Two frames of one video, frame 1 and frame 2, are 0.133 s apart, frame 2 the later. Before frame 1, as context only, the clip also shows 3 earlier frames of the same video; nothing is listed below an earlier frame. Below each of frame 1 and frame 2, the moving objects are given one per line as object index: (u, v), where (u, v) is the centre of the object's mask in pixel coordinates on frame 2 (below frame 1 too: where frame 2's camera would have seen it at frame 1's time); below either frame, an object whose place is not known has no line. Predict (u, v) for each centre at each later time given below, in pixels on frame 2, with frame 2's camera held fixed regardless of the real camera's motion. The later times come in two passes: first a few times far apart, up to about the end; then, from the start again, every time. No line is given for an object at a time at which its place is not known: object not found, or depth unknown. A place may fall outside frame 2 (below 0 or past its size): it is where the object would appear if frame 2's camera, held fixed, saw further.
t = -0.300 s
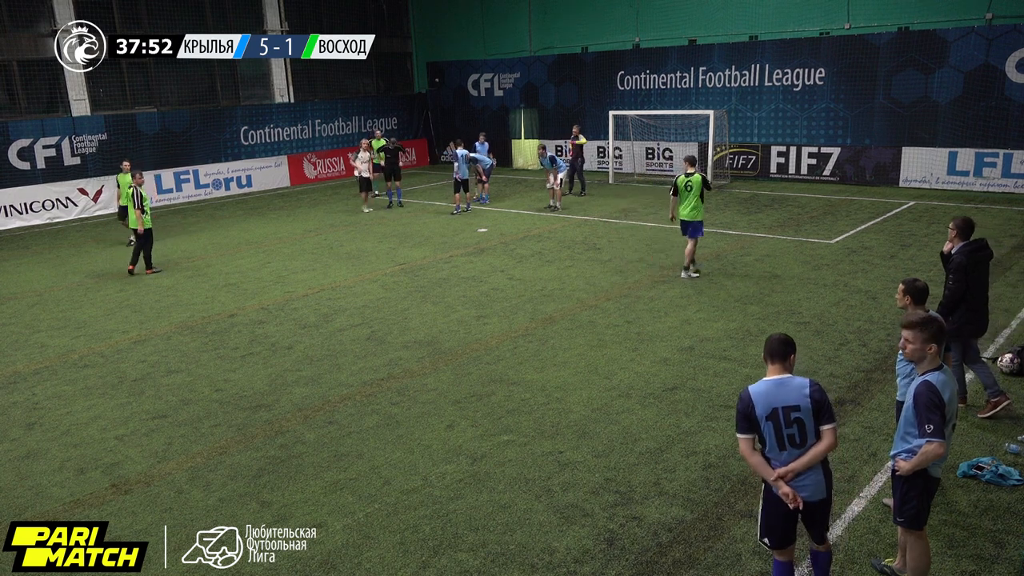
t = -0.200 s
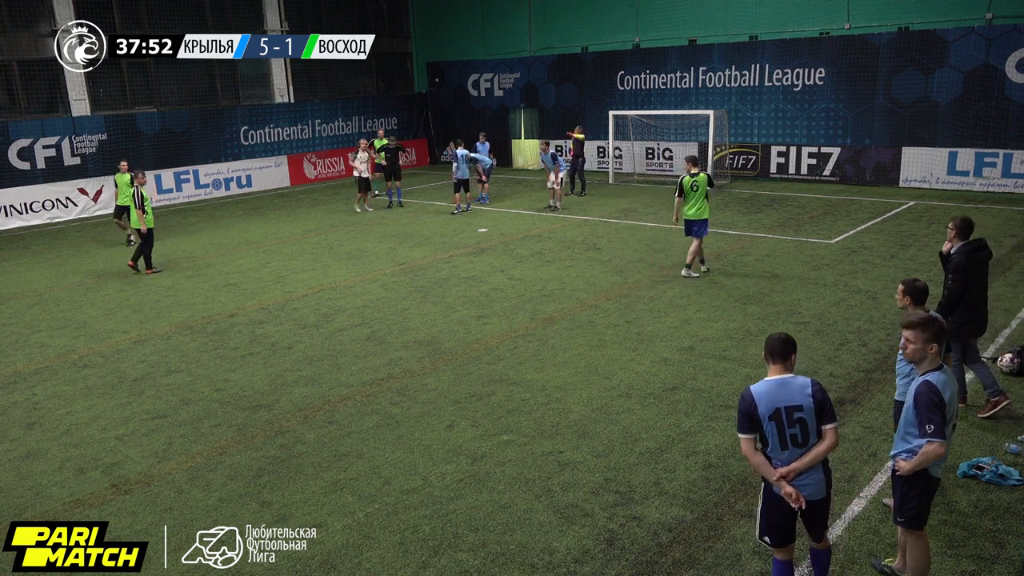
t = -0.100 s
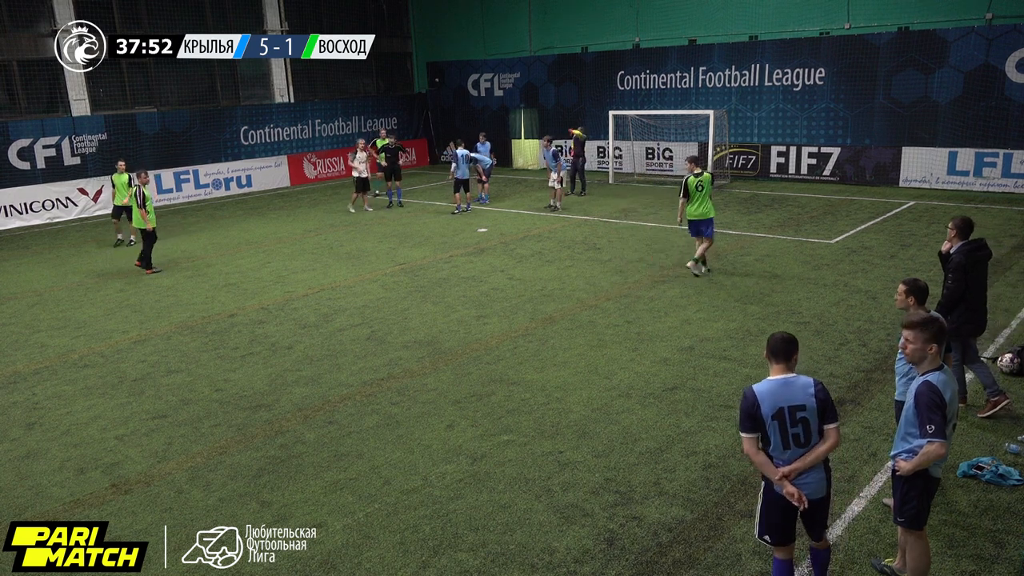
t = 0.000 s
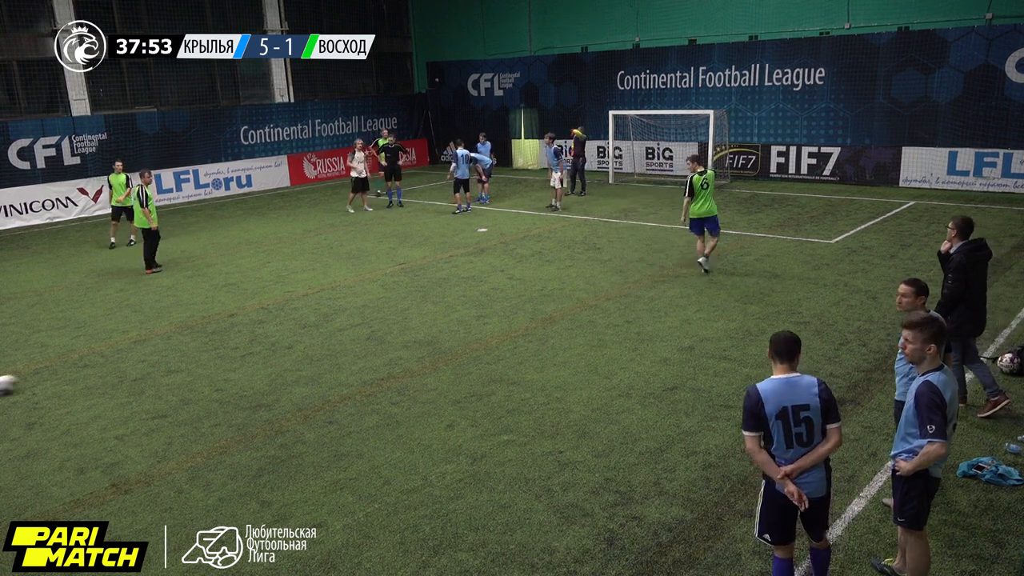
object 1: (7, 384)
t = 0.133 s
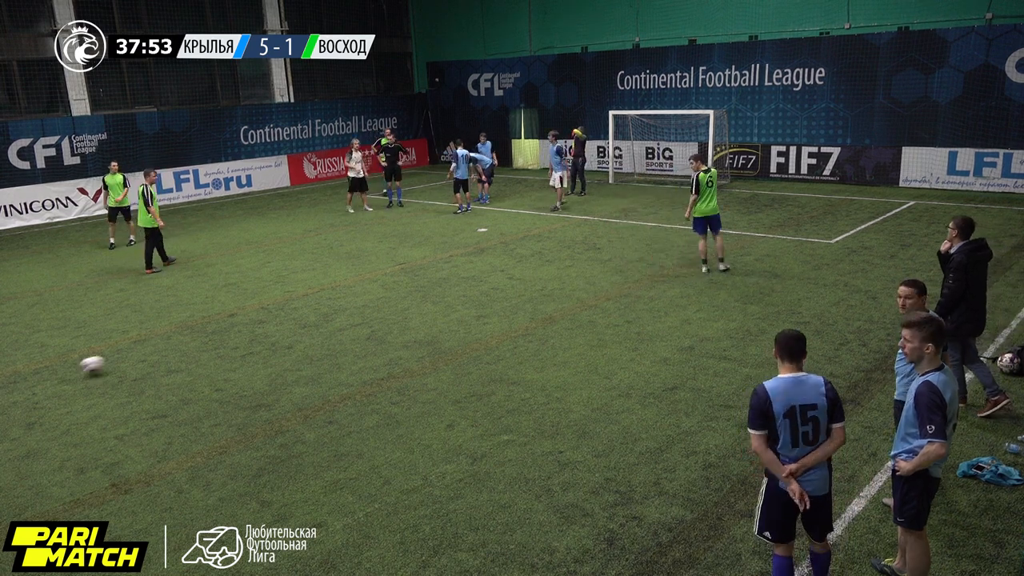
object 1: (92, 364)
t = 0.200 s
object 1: (134, 358)
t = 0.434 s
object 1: (261, 331)
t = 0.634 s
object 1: (352, 314)
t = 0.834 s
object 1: (432, 299)
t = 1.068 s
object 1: (514, 283)
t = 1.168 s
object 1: (544, 276)
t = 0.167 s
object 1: (114, 362)
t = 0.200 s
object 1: (134, 358)
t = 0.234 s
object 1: (154, 354)
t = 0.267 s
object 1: (174, 351)
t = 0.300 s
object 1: (191, 346)
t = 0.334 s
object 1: (210, 343)
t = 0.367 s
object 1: (227, 340)
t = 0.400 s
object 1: (244, 335)
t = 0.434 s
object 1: (261, 331)
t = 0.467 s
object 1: (276, 328)
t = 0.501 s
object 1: (294, 326)
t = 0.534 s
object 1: (308, 324)
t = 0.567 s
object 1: (324, 320)
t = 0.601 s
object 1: (338, 317)
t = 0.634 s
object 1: (352, 314)
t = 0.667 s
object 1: (366, 313)
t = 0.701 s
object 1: (381, 309)
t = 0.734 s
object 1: (394, 305)
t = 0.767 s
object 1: (406, 303)
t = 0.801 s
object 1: (421, 302)
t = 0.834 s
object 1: (432, 299)
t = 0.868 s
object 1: (445, 297)
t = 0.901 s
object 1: (457, 295)
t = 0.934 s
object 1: (468, 292)
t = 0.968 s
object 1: (480, 289)
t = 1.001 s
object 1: (492, 288)
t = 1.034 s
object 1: (503, 285)
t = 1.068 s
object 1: (514, 283)
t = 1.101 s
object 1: (524, 281)
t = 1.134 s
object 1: (535, 278)
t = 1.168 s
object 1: (544, 276)
